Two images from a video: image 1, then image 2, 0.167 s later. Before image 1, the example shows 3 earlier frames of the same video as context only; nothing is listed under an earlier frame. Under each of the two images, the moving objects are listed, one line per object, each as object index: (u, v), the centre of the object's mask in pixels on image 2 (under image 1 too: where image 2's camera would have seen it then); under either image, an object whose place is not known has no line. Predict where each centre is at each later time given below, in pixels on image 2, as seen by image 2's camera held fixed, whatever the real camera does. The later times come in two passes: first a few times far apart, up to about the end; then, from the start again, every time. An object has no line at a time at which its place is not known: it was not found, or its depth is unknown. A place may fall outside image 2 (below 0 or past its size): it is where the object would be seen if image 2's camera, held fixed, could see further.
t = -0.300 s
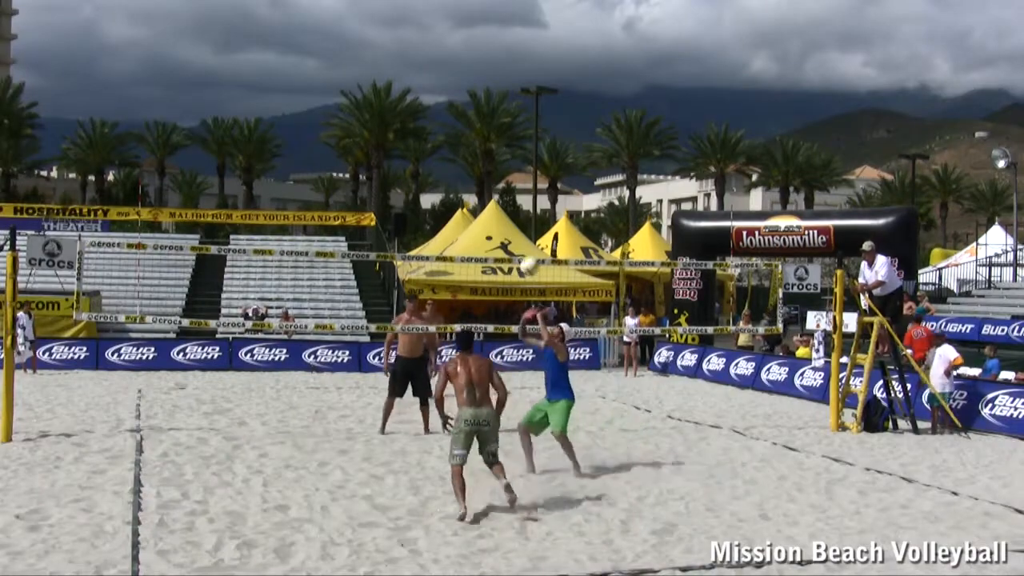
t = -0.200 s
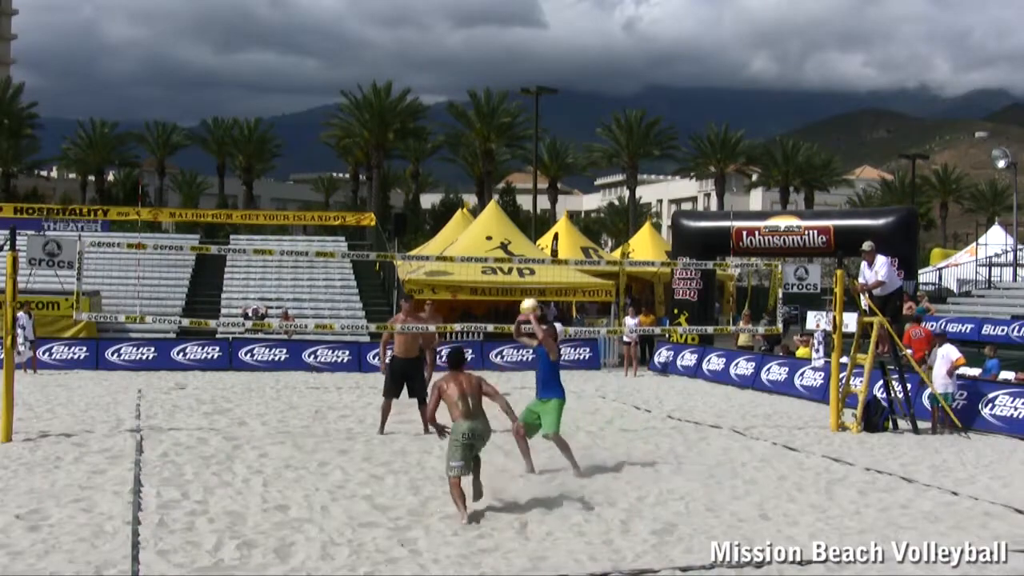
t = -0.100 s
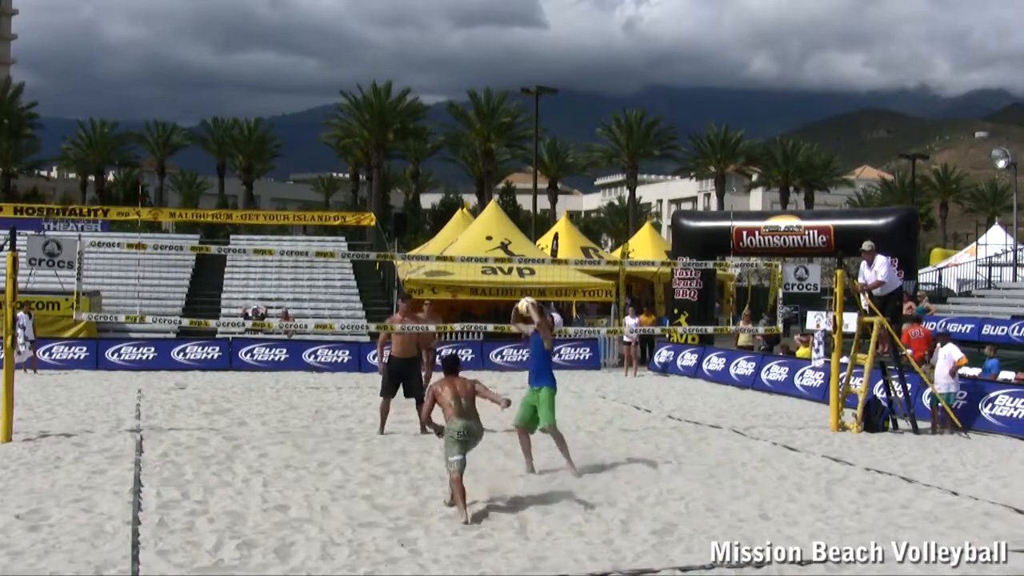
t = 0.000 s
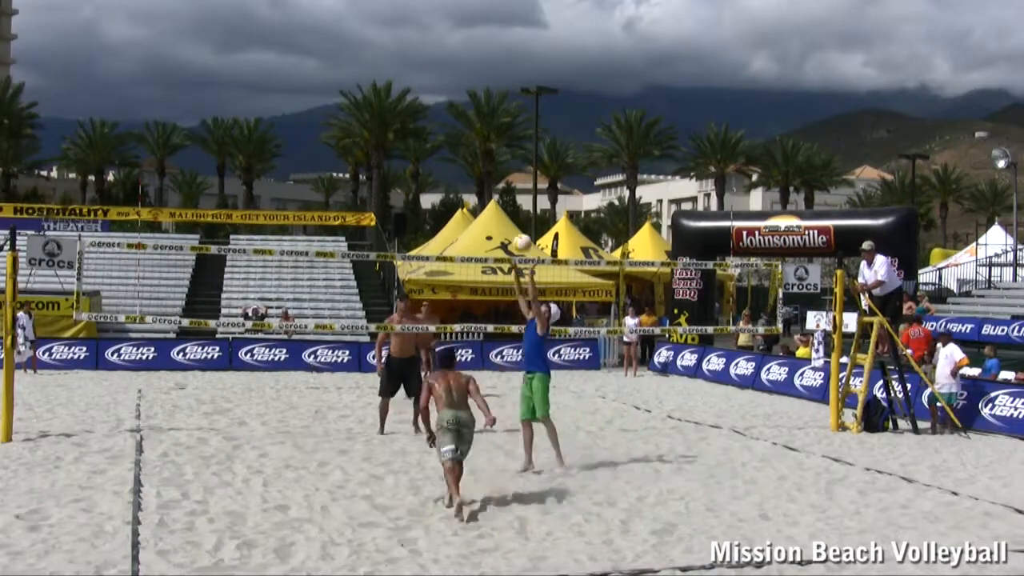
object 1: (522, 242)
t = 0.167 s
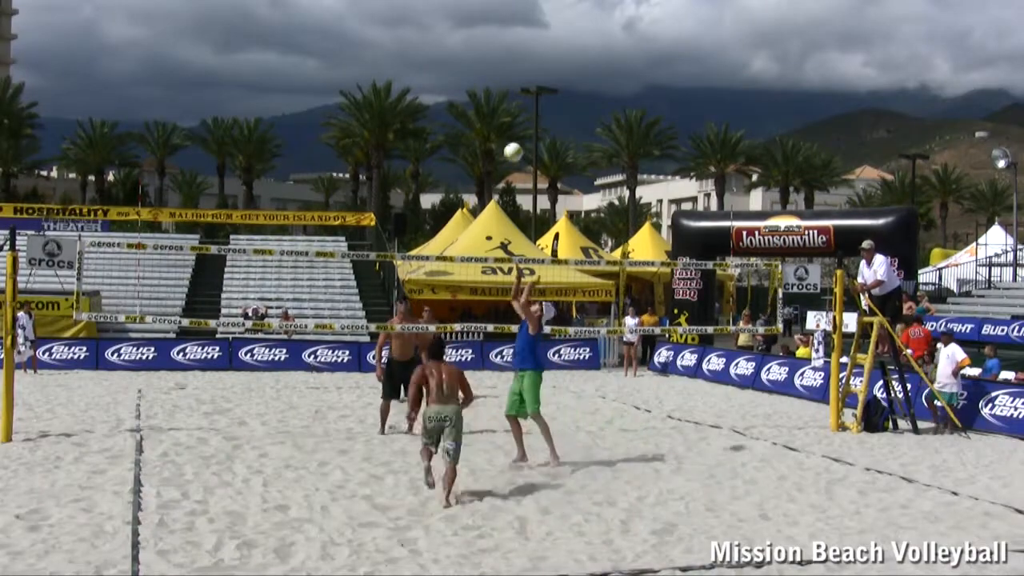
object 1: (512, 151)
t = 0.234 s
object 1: (509, 122)
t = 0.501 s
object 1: (493, 44)
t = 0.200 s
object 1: (511, 137)
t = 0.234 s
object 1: (509, 122)
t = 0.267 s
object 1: (507, 109)
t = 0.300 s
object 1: (505, 97)
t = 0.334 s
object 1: (503, 86)
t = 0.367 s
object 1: (500, 76)
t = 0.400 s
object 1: (499, 67)
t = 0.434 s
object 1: (497, 60)
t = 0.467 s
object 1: (495, 53)
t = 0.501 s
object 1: (493, 44)
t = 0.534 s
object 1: (491, 38)
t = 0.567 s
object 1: (490, 34)
